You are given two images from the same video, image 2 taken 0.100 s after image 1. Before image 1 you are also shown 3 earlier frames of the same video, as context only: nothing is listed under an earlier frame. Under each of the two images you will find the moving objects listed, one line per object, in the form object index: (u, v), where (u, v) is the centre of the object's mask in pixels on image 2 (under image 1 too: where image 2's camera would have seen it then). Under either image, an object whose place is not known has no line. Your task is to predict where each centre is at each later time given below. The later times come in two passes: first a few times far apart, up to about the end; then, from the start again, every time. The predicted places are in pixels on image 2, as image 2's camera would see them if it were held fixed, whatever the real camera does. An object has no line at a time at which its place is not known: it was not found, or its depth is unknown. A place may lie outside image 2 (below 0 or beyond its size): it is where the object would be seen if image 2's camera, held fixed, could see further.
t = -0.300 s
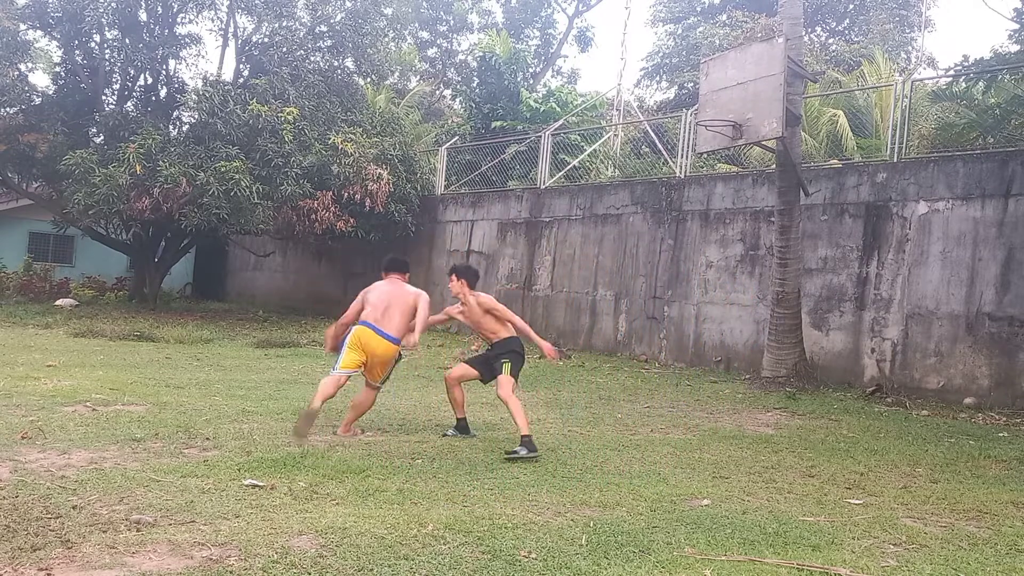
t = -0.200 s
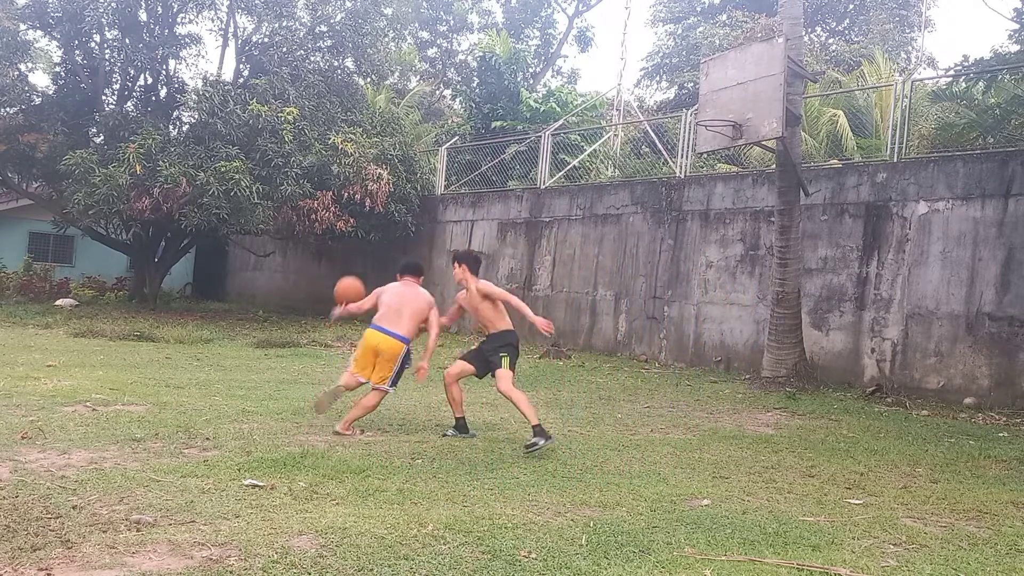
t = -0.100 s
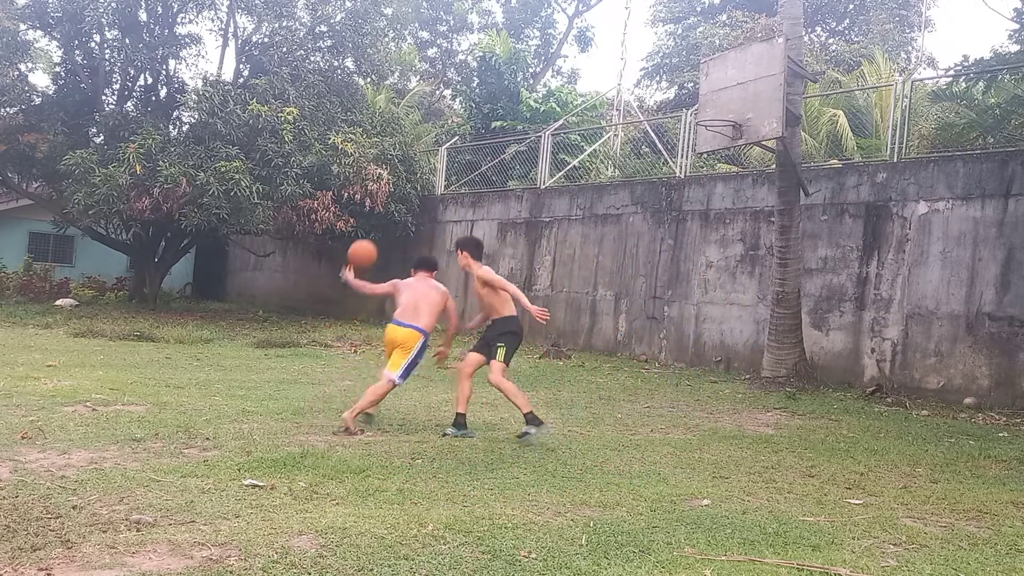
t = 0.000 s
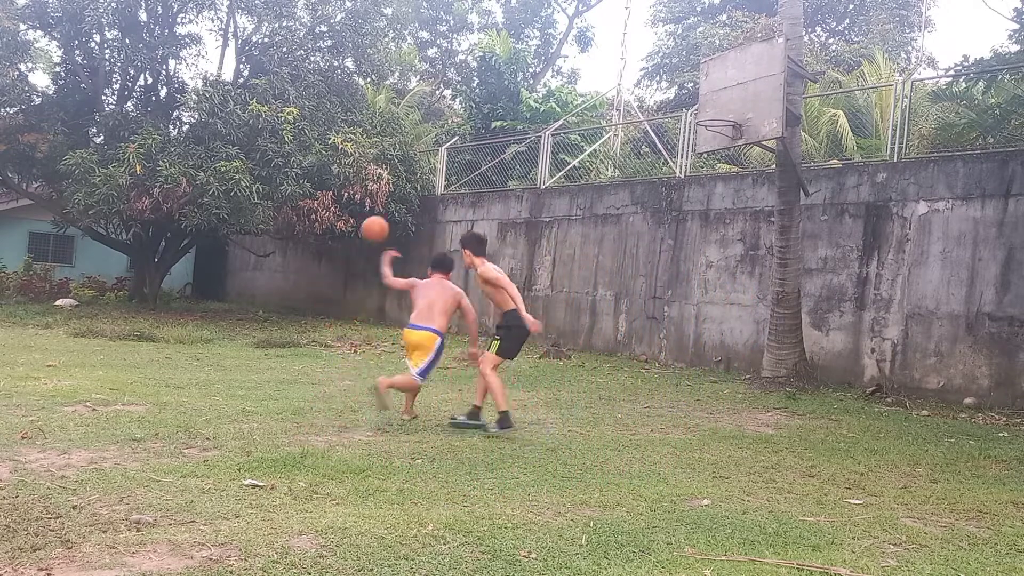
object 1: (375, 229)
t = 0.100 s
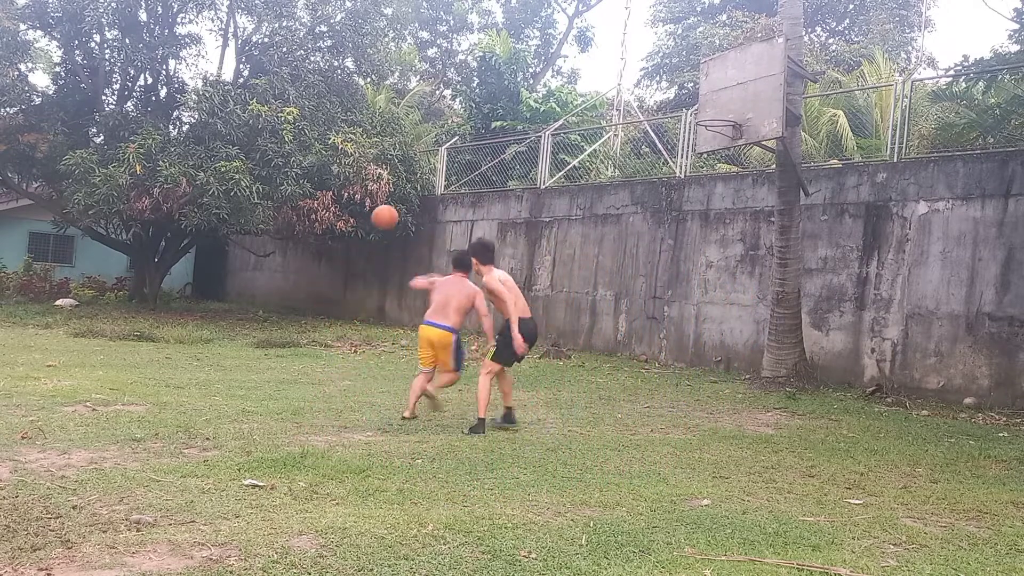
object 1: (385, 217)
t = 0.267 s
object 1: (398, 222)
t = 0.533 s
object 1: (410, 278)
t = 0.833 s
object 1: (418, 349)
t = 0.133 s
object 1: (387, 216)
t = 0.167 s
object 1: (390, 216)
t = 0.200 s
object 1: (393, 217)
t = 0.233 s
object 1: (395, 218)
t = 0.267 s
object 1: (398, 222)
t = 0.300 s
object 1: (399, 225)
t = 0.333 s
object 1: (402, 230)
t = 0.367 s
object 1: (403, 236)
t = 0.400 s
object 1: (405, 243)
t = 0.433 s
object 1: (407, 250)
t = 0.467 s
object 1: (408, 259)
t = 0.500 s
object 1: (409, 268)
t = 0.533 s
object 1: (410, 278)
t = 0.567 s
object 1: (412, 288)
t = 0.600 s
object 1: (412, 299)
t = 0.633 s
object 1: (413, 312)
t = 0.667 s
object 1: (414, 326)
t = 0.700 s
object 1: (415, 339)
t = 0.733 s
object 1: (415, 354)
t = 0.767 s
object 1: (416, 369)
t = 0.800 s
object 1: (417, 362)
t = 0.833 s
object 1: (418, 349)
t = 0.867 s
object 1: (419, 338)
